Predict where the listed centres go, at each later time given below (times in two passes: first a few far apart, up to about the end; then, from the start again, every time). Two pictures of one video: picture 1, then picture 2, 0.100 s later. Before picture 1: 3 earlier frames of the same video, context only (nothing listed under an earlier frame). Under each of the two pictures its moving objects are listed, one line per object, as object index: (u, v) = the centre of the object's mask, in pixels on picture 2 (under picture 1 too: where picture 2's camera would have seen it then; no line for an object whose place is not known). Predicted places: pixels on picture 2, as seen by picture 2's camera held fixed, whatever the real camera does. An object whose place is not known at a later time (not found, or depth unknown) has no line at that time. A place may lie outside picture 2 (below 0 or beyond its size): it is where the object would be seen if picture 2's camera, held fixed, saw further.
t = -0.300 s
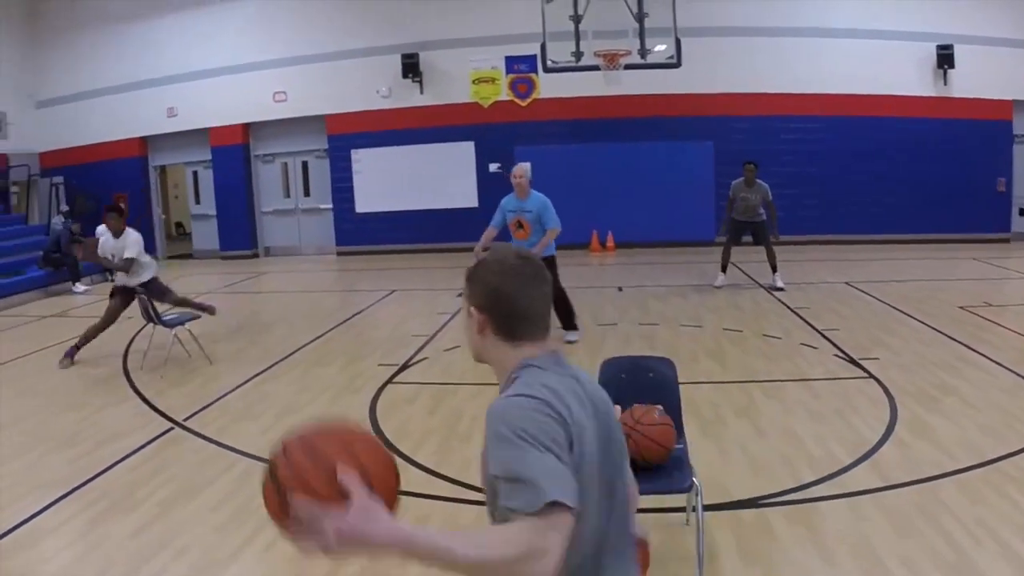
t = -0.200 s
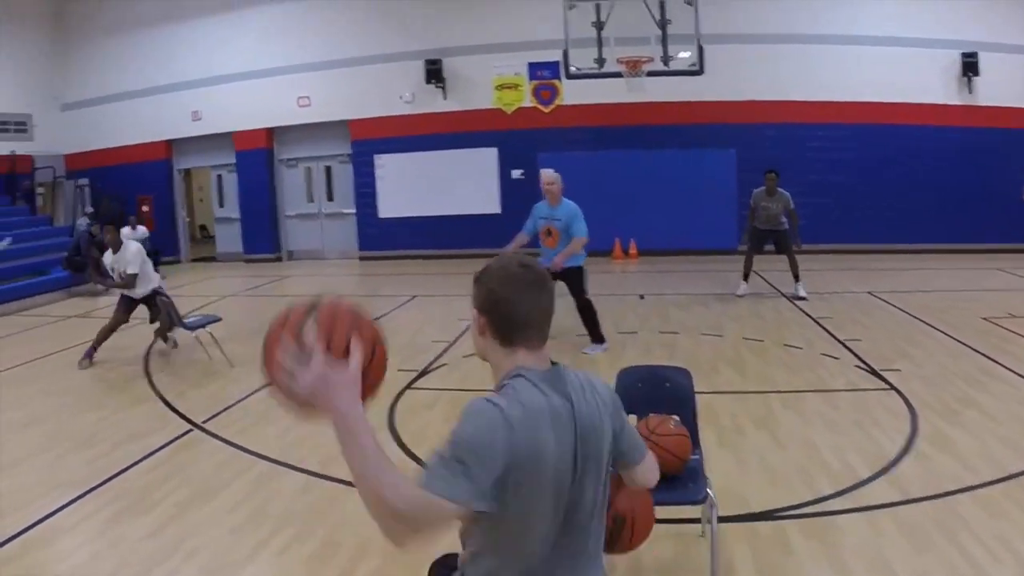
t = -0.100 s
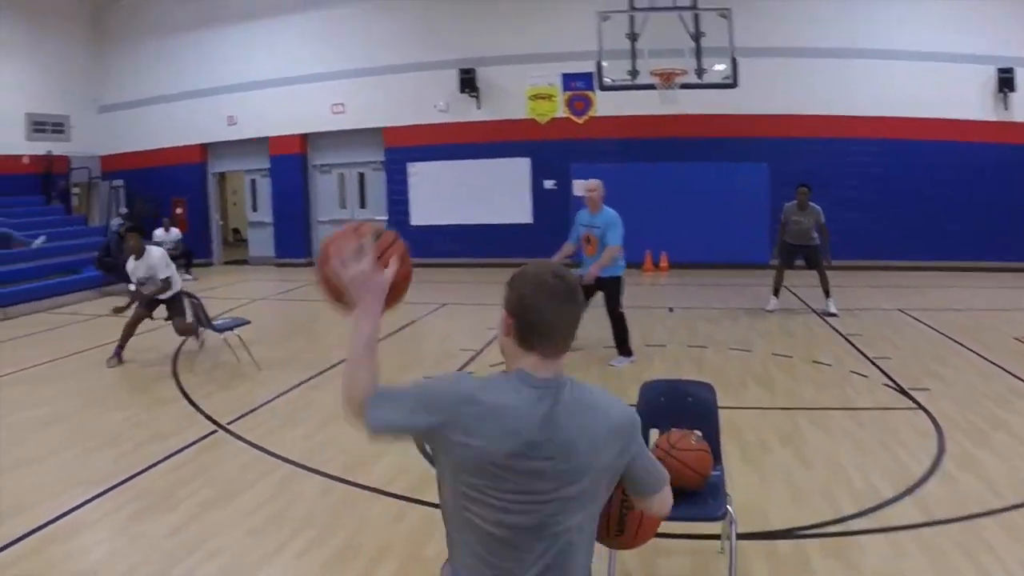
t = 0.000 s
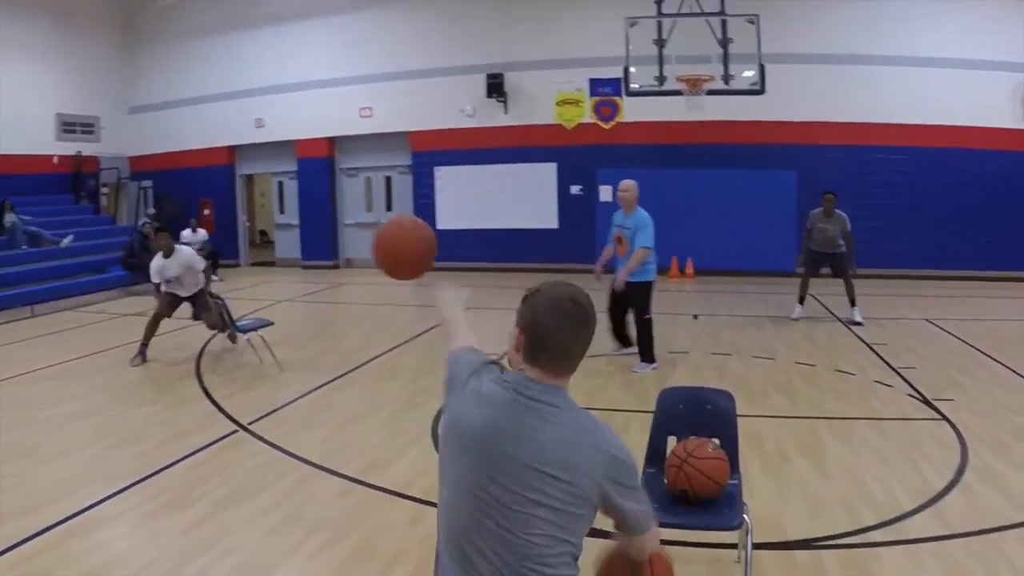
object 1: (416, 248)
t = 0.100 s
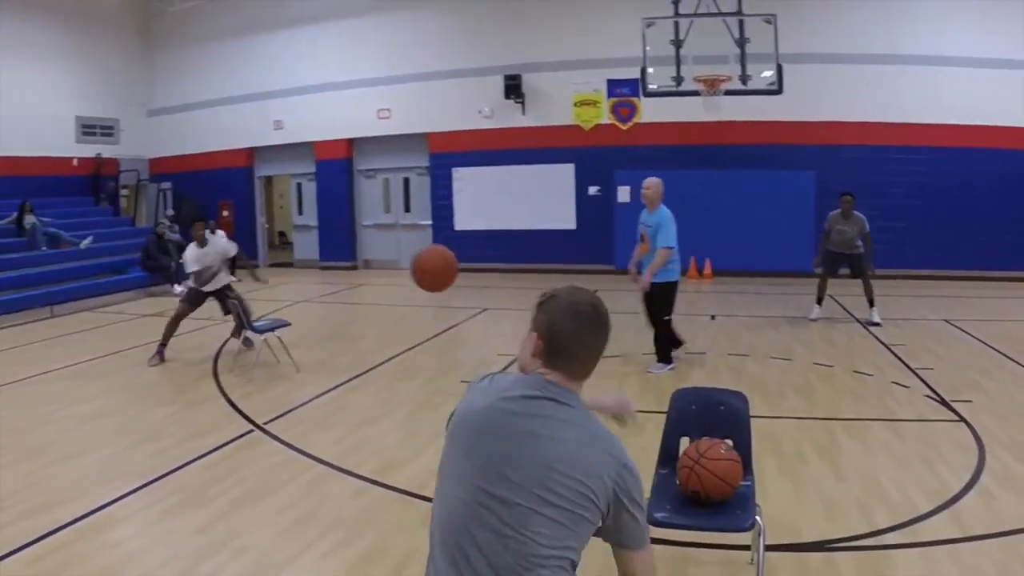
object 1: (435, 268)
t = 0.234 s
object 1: (447, 304)
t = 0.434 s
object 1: (458, 342)
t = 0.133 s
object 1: (438, 276)
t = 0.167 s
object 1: (442, 285)
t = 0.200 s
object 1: (445, 294)
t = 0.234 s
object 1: (447, 304)
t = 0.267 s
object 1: (449, 315)
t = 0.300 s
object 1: (452, 325)
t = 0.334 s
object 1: (454, 336)
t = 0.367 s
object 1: (456, 346)
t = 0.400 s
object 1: (457, 357)
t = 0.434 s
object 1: (458, 342)
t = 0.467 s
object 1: (458, 326)
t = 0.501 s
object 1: (458, 312)
